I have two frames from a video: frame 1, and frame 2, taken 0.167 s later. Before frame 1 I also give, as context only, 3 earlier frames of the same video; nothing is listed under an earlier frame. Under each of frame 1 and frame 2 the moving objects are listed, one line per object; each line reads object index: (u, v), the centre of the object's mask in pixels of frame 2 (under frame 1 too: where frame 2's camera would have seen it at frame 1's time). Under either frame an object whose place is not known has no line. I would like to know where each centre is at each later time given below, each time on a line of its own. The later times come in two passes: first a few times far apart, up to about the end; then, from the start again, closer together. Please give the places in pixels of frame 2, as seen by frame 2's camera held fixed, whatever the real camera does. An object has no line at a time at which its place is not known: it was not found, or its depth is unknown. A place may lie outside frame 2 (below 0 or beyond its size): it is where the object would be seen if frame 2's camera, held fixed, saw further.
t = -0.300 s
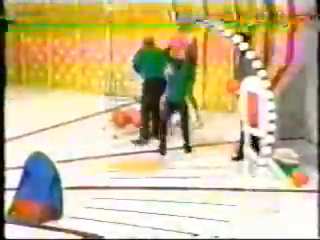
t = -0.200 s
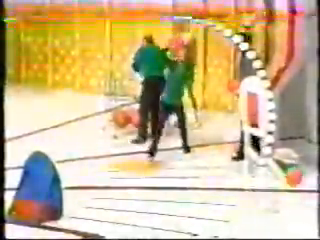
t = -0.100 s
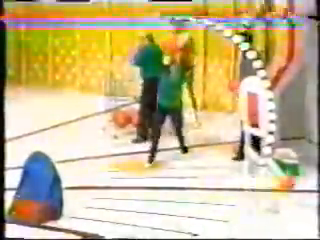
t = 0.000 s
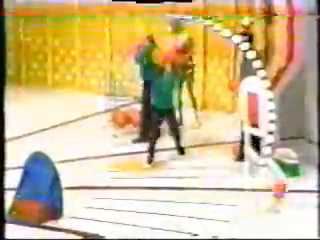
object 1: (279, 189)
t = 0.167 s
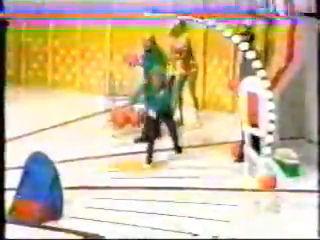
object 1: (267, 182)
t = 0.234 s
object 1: (263, 185)
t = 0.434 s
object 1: (251, 186)
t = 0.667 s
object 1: (240, 194)
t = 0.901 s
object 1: (224, 196)
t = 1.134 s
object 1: (210, 197)
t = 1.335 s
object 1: (198, 196)
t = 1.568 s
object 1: (186, 198)
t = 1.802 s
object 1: (171, 199)
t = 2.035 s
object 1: (158, 201)
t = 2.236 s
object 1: (147, 203)
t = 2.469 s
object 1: (134, 206)
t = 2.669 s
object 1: (122, 209)
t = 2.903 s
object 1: (112, 211)
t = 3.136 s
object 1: (101, 215)
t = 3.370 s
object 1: (90, 218)
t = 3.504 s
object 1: (84, 219)
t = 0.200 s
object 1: (265, 182)
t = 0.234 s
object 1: (263, 185)
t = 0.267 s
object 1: (262, 187)
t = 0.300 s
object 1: (261, 193)
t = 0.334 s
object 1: (259, 194)
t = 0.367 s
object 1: (255, 190)
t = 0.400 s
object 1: (254, 188)
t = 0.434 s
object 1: (251, 186)
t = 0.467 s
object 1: (249, 185)
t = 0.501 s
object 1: (248, 185)
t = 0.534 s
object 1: (246, 186)
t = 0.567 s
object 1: (245, 188)
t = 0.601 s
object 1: (243, 190)
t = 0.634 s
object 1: (242, 196)
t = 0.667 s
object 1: (240, 194)
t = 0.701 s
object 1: (237, 191)
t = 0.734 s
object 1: (233, 189)
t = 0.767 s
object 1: (232, 189)
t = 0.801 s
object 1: (230, 189)
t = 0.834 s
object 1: (228, 190)
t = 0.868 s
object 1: (226, 191)
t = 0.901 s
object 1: (224, 196)
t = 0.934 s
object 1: (222, 193)
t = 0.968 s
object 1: (219, 192)
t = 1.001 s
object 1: (217, 192)
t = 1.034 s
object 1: (215, 191)
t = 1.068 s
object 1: (214, 192)
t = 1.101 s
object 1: (212, 195)
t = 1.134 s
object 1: (210, 197)
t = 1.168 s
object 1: (209, 197)
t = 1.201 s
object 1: (206, 195)
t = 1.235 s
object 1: (204, 193)
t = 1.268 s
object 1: (202, 194)
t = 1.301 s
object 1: (200, 194)
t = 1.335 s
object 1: (198, 196)
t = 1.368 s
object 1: (196, 197)
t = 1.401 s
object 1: (194, 196)
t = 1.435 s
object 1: (193, 195)
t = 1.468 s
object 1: (191, 196)
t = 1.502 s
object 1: (190, 196)
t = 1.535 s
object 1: (187, 198)
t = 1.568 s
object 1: (186, 198)
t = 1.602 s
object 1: (184, 197)
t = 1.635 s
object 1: (182, 198)
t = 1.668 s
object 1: (179, 198)
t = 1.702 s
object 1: (177, 199)
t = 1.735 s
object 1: (175, 199)
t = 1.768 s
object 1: (173, 199)
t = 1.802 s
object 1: (171, 199)
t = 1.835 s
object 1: (169, 200)
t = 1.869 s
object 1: (167, 200)
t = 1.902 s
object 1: (166, 200)
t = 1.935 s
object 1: (164, 200)
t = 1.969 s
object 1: (161, 201)
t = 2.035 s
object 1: (158, 201)
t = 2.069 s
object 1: (156, 201)
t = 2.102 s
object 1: (154, 202)
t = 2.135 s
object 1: (152, 202)
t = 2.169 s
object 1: (150, 203)
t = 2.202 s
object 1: (148, 203)
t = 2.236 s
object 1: (147, 203)
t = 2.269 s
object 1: (145, 203)
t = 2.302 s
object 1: (142, 204)
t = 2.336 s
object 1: (140, 204)
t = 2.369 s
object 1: (139, 204)
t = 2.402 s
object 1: (137, 206)
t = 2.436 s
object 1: (136, 206)
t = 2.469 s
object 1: (134, 206)
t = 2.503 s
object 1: (133, 206)
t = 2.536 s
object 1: (130, 206)
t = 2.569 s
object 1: (129, 207)
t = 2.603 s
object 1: (126, 208)
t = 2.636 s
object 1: (125, 208)
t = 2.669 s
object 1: (122, 209)
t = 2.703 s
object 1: (121, 209)
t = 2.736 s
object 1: (120, 209)
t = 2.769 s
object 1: (118, 209)
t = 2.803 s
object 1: (117, 210)
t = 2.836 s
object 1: (115, 210)
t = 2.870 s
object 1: (114, 210)
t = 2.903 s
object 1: (112, 211)
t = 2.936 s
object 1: (110, 212)
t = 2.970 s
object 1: (109, 212)
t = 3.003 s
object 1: (107, 213)
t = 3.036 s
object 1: (105, 214)
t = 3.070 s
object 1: (104, 215)
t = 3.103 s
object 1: (102, 214)
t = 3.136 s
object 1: (101, 215)
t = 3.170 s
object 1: (100, 215)
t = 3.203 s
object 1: (98, 216)
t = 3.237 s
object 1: (97, 216)
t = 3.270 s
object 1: (95, 216)
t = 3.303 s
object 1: (93, 217)
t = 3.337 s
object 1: (91, 217)
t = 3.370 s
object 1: (90, 218)
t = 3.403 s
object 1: (88, 218)
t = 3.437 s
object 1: (87, 218)
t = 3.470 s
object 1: (85, 219)
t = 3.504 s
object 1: (84, 219)
